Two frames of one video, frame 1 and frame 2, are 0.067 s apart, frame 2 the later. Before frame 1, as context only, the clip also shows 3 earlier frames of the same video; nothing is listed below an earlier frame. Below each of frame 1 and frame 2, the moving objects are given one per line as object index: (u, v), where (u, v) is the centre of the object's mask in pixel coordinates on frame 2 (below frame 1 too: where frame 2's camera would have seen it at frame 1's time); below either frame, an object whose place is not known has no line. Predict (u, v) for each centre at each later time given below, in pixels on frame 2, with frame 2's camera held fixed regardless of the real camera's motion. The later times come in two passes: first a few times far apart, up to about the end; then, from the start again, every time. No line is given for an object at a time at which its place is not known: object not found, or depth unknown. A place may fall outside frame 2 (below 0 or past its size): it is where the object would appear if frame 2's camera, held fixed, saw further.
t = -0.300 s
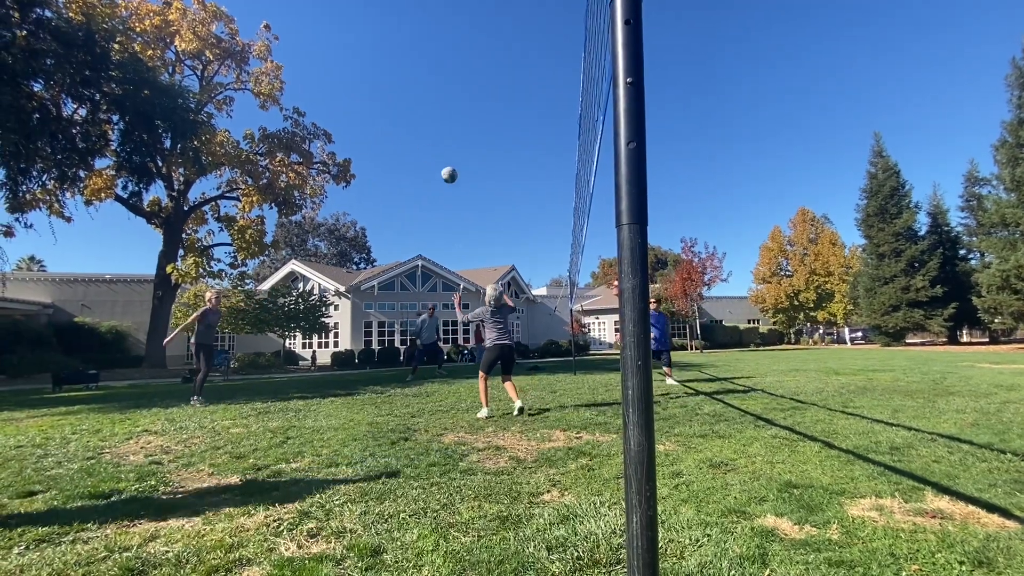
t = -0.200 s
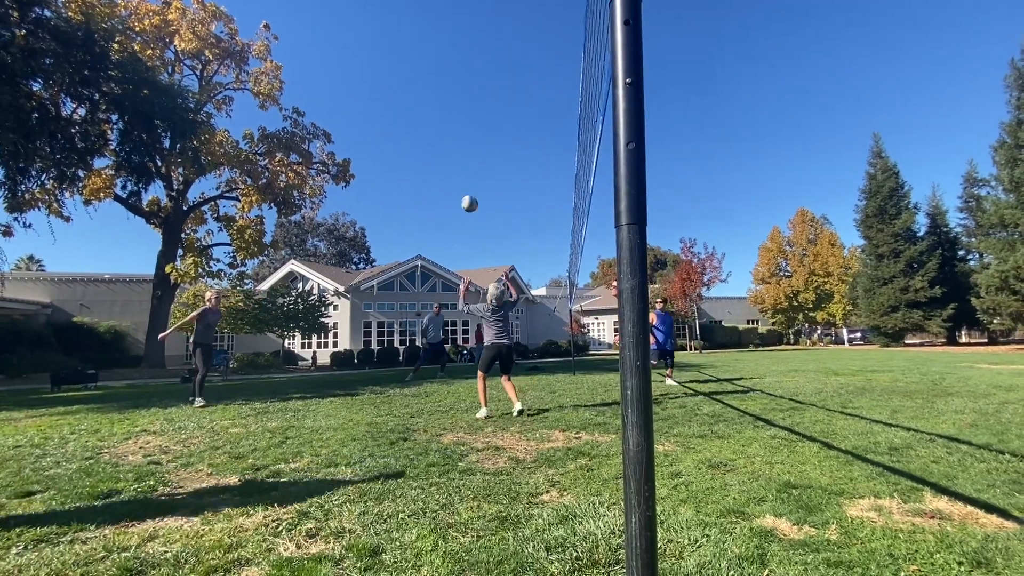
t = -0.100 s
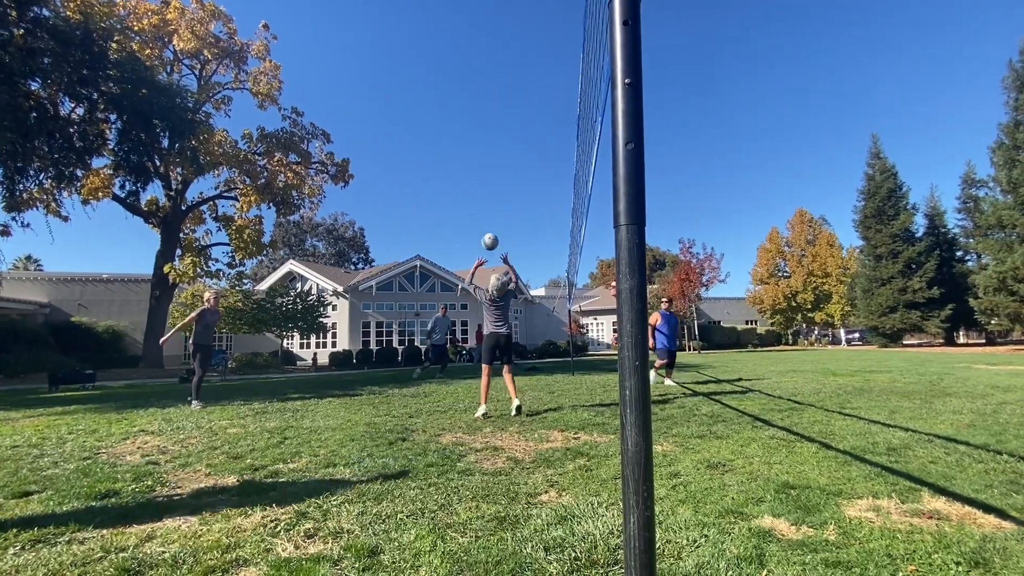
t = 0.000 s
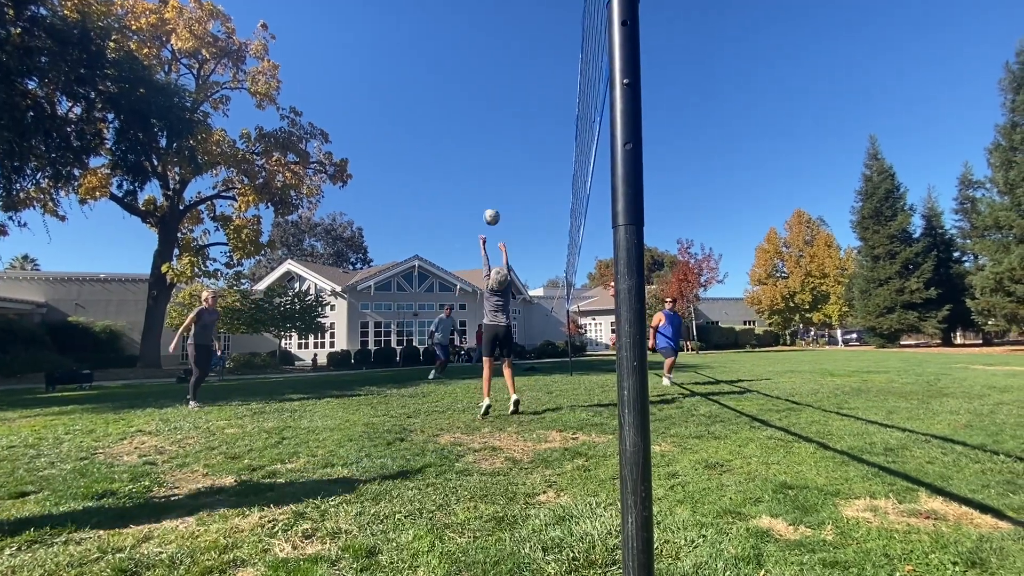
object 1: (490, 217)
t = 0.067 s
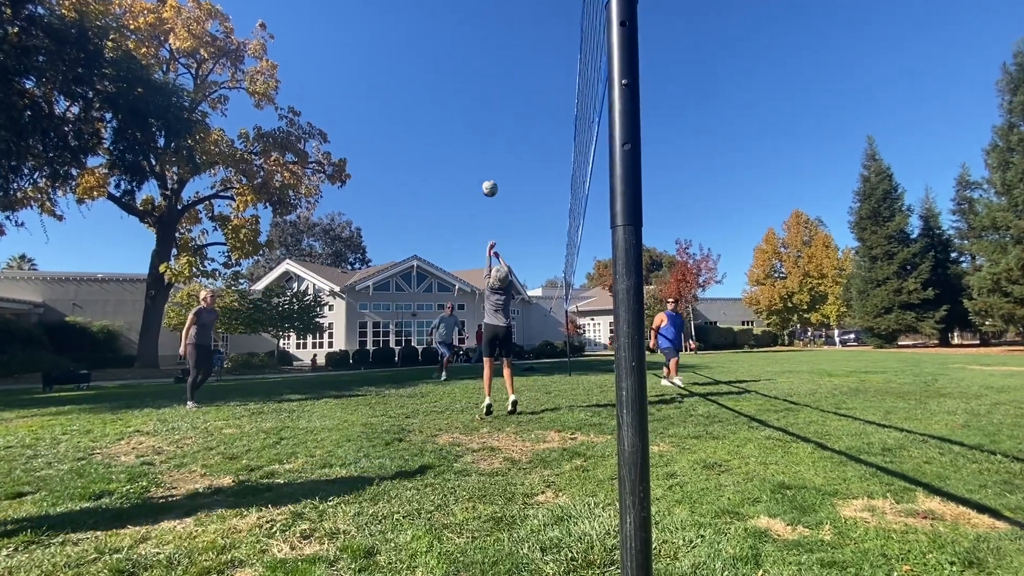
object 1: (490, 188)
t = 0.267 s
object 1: (489, 129)
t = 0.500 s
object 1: (490, 102)
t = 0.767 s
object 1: (493, 114)
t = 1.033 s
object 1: (496, 165)
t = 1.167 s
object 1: (498, 204)
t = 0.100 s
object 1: (489, 176)
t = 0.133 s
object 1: (489, 165)
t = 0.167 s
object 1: (489, 154)
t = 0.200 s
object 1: (489, 145)
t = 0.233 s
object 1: (489, 136)
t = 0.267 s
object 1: (489, 129)
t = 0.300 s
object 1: (489, 123)
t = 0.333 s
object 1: (489, 117)
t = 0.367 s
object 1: (489, 113)
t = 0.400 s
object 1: (489, 109)
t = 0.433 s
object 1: (490, 106)
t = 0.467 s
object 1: (490, 104)
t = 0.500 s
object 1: (490, 102)
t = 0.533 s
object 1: (490, 101)
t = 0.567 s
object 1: (490, 101)
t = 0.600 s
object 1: (491, 102)
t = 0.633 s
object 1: (491, 103)
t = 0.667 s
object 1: (491, 105)
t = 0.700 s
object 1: (492, 107)
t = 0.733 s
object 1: (492, 110)
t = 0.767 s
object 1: (493, 114)
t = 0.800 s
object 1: (493, 119)
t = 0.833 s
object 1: (493, 123)
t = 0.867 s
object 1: (494, 129)
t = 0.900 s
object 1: (494, 135)
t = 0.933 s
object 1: (495, 142)
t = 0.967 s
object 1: (495, 149)
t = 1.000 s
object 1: (496, 157)
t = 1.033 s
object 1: (496, 165)
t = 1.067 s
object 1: (497, 174)
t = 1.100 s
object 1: (497, 184)
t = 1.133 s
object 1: (498, 193)
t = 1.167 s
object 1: (498, 204)
